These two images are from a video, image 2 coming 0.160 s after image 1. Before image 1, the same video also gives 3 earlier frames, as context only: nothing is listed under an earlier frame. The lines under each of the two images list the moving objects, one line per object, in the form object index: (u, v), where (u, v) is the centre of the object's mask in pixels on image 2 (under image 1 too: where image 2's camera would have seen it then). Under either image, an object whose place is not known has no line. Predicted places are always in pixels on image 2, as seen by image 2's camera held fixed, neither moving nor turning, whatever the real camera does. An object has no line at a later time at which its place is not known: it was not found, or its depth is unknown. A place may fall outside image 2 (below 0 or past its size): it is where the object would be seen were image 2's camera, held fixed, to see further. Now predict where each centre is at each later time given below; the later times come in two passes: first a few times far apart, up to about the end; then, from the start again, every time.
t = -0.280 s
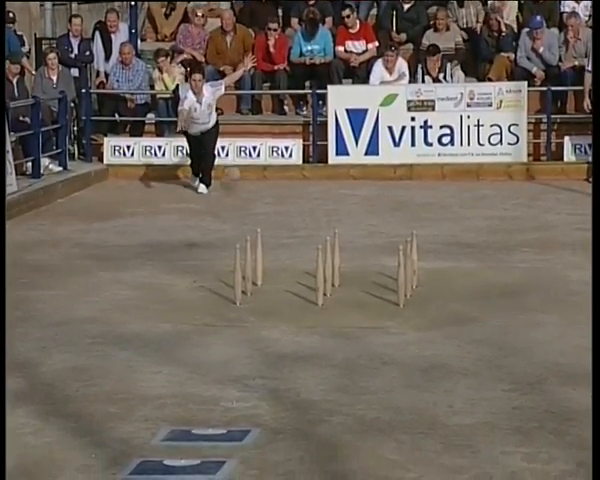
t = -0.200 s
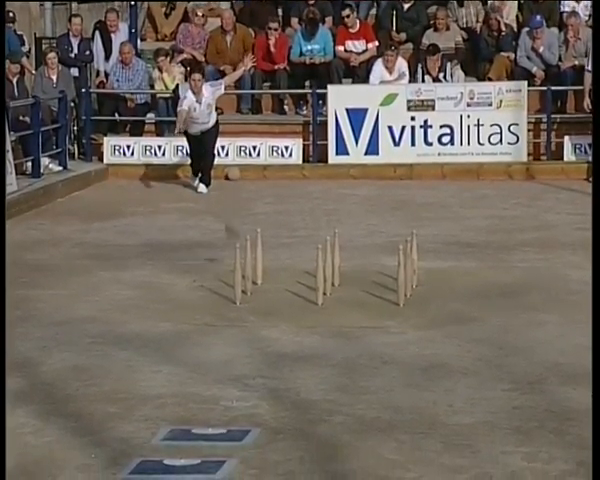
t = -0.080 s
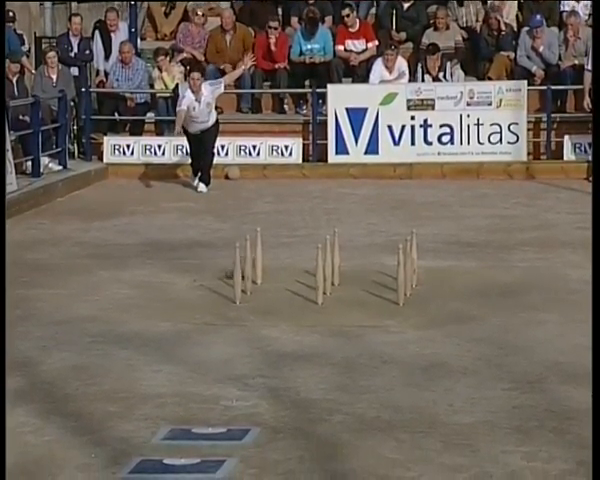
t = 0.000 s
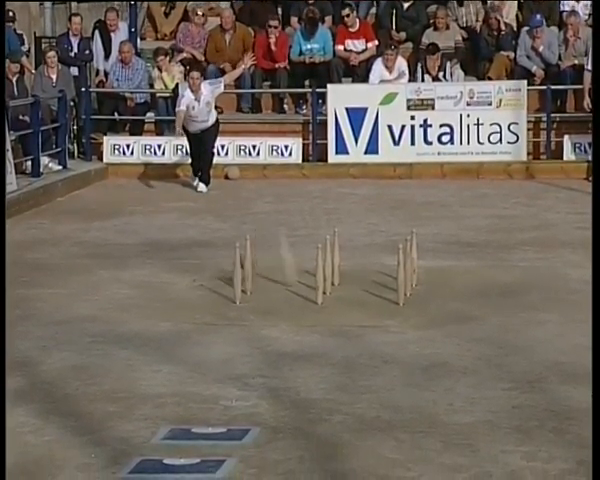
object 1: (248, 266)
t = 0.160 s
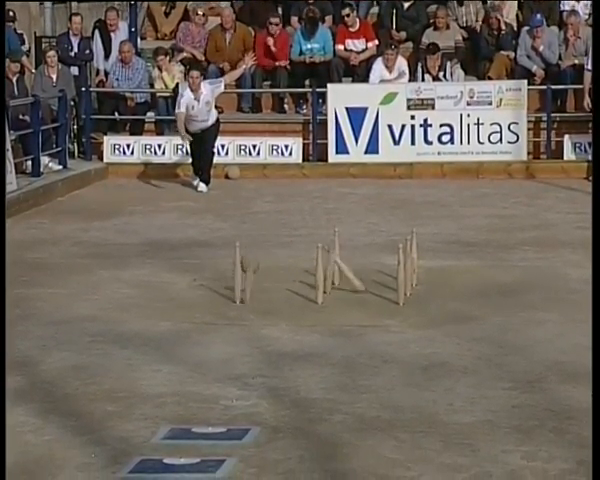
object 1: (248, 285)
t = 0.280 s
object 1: (250, 283)
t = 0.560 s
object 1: (263, 310)
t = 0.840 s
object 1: (282, 327)
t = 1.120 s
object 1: (315, 336)
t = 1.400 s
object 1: (356, 344)
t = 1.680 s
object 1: (399, 350)
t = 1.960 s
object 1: (442, 348)
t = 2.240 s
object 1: (476, 346)
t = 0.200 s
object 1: (249, 283)
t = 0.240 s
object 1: (249, 282)
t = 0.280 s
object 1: (250, 283)
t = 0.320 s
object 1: (251, 284)
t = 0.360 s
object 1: (250, 289)
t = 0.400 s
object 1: (250, 294)
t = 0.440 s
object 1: (251, 298)
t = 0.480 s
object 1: (255, 304)
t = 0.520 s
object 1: (255, 310)
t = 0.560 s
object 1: (263, 310)
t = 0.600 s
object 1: (264, 307)
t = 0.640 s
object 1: (266, 308)
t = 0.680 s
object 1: (268, 310)
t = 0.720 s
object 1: (270, 314)
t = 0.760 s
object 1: (274, 317)
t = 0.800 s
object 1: (278, 322)
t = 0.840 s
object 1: (282, 327)
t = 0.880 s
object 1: (279, 324)
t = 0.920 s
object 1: (293, 329)
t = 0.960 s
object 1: (295, 332)
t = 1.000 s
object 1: (298, 333)
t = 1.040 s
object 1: (301, 334)
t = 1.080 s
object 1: (310, 335)
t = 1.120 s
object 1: (315, 336)
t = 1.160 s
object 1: (320, 337)
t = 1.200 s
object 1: (325, 338)
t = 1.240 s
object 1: (332, 339)
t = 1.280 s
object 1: (338, 340)
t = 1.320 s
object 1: (344, 341)
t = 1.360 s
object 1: (349, 343)
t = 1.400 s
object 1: (356, 344)
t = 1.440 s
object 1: (363, 345)
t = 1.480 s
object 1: (370, 346)
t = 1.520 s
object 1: (374, 347)
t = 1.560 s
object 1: (380, 348)
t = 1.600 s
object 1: (389, 347)
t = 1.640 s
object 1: (394, 349)
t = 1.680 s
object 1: (399, 350)
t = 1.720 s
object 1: (406, 349)
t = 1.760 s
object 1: (413, 349)
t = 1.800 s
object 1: (420, 349)
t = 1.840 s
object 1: (426, 349)
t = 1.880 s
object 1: (432, 349)
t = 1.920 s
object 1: (436, 348)
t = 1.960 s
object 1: (442, 348)
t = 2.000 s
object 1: (446, 347)
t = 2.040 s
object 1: (453, 347)
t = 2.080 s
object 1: (458, 347)
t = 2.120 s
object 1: (463, 346)
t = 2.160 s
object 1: (467, 346)
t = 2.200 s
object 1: (472, 346)
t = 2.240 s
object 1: (476, 346)
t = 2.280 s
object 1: (481, 346)
